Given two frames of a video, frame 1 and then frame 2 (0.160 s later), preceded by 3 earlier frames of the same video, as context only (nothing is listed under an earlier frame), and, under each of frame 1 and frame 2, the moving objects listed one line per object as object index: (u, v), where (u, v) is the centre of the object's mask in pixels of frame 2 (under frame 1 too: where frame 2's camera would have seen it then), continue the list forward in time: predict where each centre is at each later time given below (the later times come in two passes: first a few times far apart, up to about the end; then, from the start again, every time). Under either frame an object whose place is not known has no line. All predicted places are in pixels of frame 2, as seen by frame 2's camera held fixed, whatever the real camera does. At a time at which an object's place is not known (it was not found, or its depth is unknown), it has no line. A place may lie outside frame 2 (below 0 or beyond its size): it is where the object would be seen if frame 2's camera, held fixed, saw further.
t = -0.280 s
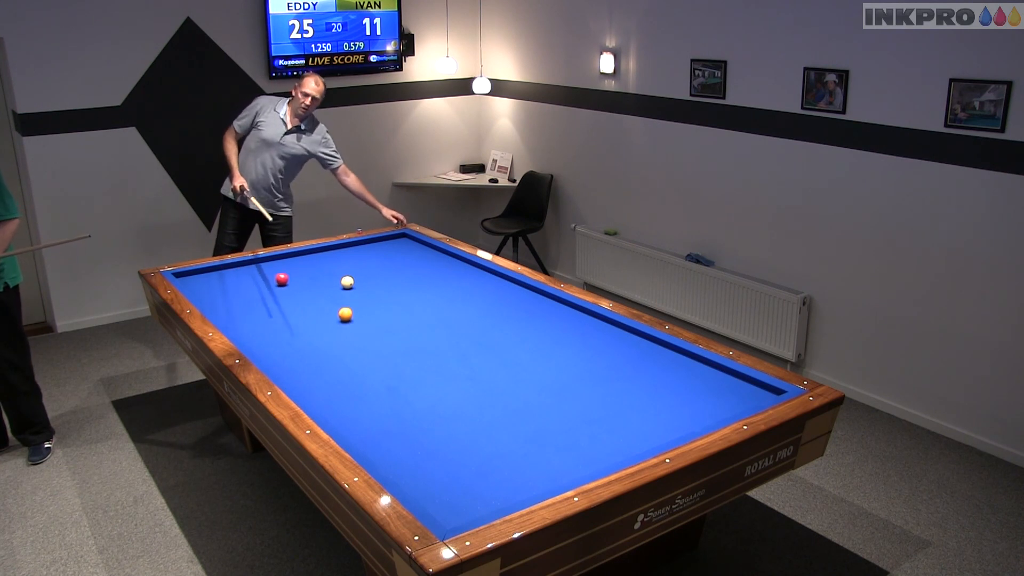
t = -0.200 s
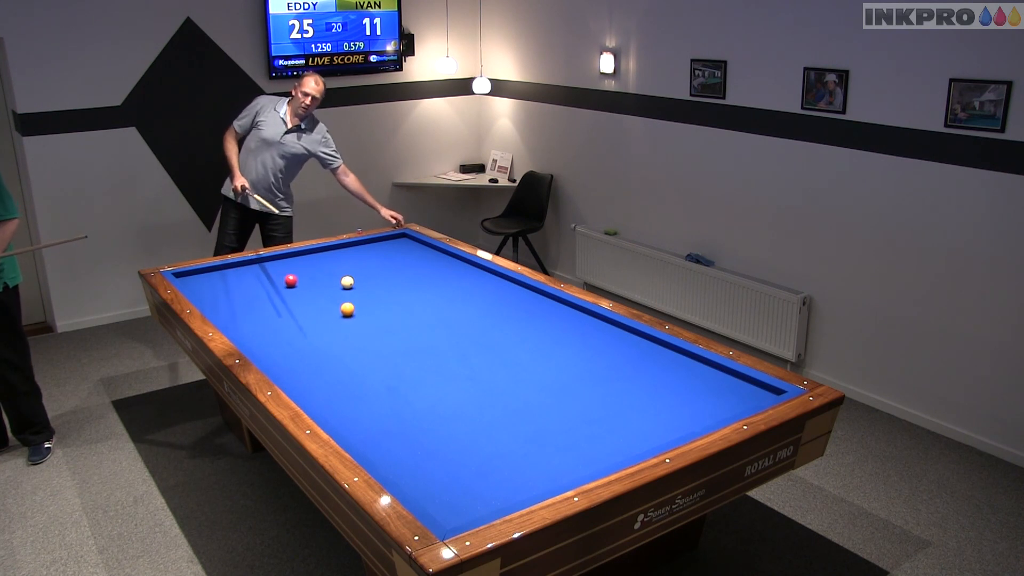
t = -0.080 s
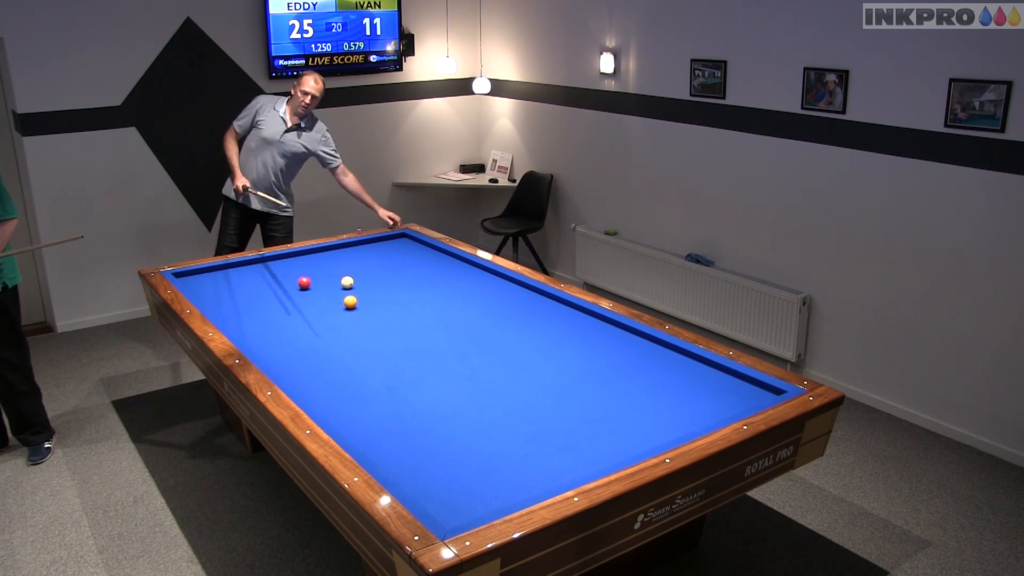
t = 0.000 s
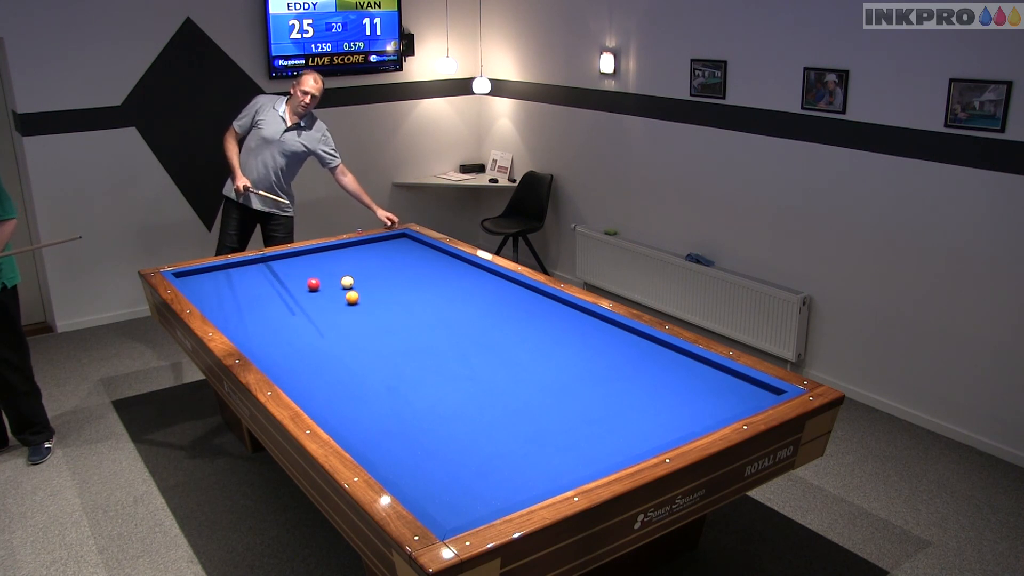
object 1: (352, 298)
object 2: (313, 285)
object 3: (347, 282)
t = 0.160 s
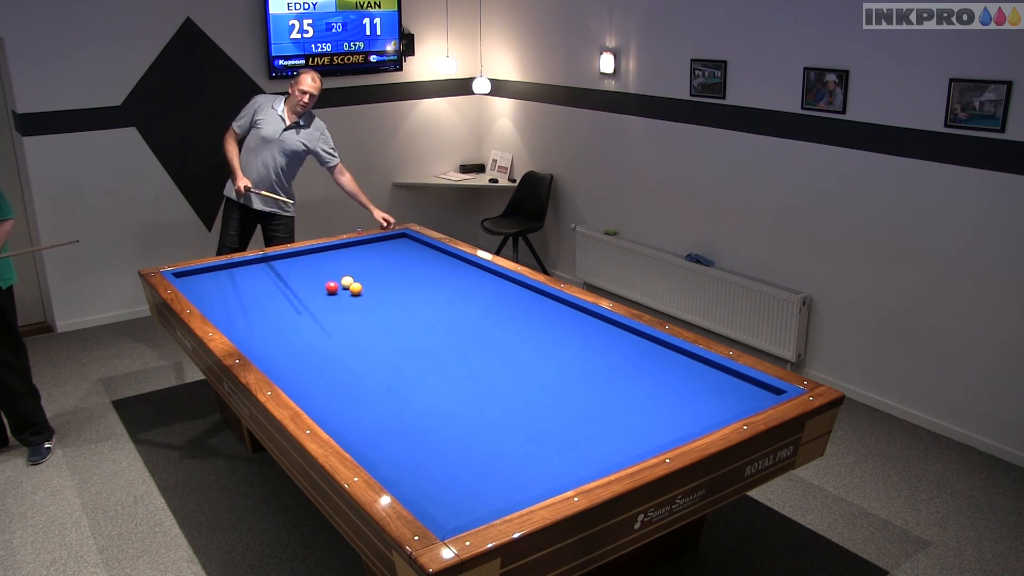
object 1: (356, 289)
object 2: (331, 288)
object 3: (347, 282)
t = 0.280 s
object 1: (359, 283)
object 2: (346, 290)
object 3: (346, 280)
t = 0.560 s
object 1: (376, 271)
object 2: (380, 296)
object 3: (336, 281)
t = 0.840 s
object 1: (392, 260)
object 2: (414, 302)
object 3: (327, 279)
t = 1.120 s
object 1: (406, 251)
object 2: (450, 308)
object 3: (318, 278)
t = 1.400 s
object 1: (418, 242)
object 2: (487, 314)
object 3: (310, 278)
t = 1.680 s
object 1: (401, 241)
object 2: (524, 320)
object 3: (302, 276)
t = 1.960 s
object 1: (385, 240)
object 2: (562, 326)
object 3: (296, 276)
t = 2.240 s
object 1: (370, 240)
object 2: (601, 333)
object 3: (289, 275)
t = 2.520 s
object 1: (366, 243)
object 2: (641, 339)
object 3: (284, 274)
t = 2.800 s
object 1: (361, 245)
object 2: (664, 349)
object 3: (278, 274)
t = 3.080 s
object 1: (357, 248)
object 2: (679, 361)
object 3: (274, 273)
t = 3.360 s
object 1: (354, 250)
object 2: (695, 374)
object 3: (269, 273)
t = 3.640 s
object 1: (350, 252)
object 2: (711, 387)
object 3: (266, 272)
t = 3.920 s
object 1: (347, 254)
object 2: (727, 400)
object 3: (263, 272)
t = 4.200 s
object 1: (343, 256)
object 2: (729, 407)
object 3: (260, 272)
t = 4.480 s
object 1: (340, 258)
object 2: (708, 405)
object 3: (258, 272)
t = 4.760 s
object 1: (338, 259)
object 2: (687, 402)
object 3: (257, 272)
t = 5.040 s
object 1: (335, 261)
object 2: (668, 400)
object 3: (256, 272)
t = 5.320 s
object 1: (333, 262)
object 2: (650, 397)
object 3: (255, 272)
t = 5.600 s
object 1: (331, 264)
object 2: (633, 394)
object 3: (255, 272)
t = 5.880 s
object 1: (329, 265)
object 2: (617, 392)
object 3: (255, 272)
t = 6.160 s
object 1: (327, 266)
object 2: (602, 390)
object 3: (255, 272)
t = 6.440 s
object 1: (325, 266)
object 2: (588, 388)
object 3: (255, 272)
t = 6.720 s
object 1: (324, 267)
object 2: (574, 386)
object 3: (255, 272)
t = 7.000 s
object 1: (324, 267)
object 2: (562, 384)
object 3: (255, 272)
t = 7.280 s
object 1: (324, 268)
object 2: (551, 382)
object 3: (255, 272)
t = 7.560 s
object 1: (324, 268)
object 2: (541, 381)
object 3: (255, 272)
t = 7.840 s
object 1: (324, 268)
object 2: (531, 379)
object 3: (255, 272)
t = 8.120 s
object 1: (324, 268)
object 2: (523, 378)
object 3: (255, 272)
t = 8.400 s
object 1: (324, 268)
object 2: (515, 377)
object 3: (255, 272)
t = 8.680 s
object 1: (324, 268)
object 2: (508, 376)
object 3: (255, 272)
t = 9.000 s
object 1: (324, 268)
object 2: (502, 375)
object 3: (255, 272)
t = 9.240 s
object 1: (324, 268)
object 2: (497, 374)
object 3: (255, 272)
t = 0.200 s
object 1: (356, 287)
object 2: (336, 289)
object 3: (347, 282)
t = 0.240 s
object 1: (357, 285)
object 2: (341, 289)
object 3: (347, 281)
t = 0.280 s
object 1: (359, 283)
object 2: (346, 290)
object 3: (346, 280)
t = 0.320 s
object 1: (362, 281)
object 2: (351, 290)
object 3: (344, 281)
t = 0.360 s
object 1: (364, 279)
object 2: (355, 292)
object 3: (343, 282)
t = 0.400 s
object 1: (367, 277)
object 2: (360, 292)
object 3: (342, 281)
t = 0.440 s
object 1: (369, 276)
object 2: (365, 293)
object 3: (340, 281)
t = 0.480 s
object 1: (372, 274)
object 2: (370, 294)
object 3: (339, 281)
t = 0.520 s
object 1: (374, 273)
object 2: (375, 295)
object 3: (337, 281)
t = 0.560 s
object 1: (376, 271)
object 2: (380, 296)
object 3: (336, 281)
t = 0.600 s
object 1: (378, 270)
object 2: (384, 297)
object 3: (335, 281)
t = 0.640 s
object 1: (381, 268)
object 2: (389, 297)
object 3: (333, 280)
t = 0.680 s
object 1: (383, 266)
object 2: (394, 298)
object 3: (332, 280)
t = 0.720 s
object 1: (385, 265)
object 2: (399, 299)
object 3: (331, 280)
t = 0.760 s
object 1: (387, 263)
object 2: (404, 300)
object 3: (329, 280)
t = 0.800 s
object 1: (389, 262)
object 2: (409, 301)
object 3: (328, 280)
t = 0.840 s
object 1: (392, 260)
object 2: (414, 302)
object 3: (327, 279)
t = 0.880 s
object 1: (394, 259)
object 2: (419, 302)
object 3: (325, 279)
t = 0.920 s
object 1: (396, 257)
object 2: (424, 303)
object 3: (324, 279)
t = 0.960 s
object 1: (398, 256)
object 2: (429, 304)
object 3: (323, 279)
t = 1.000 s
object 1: (400, 255)
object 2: (434, 305)
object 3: (322, 279)
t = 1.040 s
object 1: (402, 253)
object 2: (440, 306)
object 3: (320, 279)
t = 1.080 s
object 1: (404, 252)
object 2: (444, 307)
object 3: (319, 279)
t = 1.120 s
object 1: (406, 251)
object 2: (450, 308)
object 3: (318, 278)
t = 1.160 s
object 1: (407, 249)
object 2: (455, 308)
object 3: (317, 278)
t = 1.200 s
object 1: (409, 248)
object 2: (460, 309)
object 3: (316, 278)
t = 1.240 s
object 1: (411, 247)
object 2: (465, 310)
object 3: (314, 278)
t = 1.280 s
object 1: (413, 246)
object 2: (470, 311)
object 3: (313, 278)
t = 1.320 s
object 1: (415, 244)
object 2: (476, 312)
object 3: (312, 278)
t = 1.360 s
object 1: (417, 243)
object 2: (481, 313)
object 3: (311, 278)
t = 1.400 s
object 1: (418, 242)
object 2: (487, 314)
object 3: (310, 278)
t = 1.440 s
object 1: (417, 241)
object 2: (492, 315)
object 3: (309, 277)
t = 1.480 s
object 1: (414, 241)
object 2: (497, 315)
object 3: (308, 277)
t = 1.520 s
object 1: (411, 242)
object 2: (502, 316)
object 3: (307, 277)
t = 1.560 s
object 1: (409, 241)
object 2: (508, 317)
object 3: (306, 277)
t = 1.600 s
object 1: (406, 241)
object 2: (513, 318)
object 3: (305, 277)
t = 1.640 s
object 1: (404, 241)
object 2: (519, 319)
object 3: (304, 277)
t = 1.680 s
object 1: (401, 241)
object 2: (524, 320)
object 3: (302, 276)
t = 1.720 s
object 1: (399, 241)
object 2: (529, 321)
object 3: (301, 276)
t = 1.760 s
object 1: (396, 241)
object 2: (535, 322)
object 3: (300, 276)
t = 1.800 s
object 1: (394, 241)
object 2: (540, 323)
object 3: (300, 276)
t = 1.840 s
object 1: (392, 241)
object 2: (546, 324)
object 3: (299, 276)
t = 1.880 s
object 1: (389, 241)
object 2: (551, 324)
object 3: (298, 276)
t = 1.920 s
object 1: (387, 241)
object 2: (557, 325)
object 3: (297, 276)
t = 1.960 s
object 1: (385, 240)
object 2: (562, 326)
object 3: (296, 276)
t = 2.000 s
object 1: (382, 240)
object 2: (568, 327)
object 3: (295, 275)
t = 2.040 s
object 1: (380, 240)
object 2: (573, 328)
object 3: (294, 275)
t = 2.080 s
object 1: (378, 240)
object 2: (579, 329)
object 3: (293, 275)
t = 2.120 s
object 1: (376, 240)
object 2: (584, 330)
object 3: (292, 275)
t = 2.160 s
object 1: (373, 240)
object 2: (590, 331)
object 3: (291, 275)
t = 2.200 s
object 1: (371, 240)
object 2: (596, 332)
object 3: (290, 275)
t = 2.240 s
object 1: (370, 240)
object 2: (601, 333)
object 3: (289, 275)
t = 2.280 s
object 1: (369, 241)
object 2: (607, 333)
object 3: (289, 275)
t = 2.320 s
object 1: (369, 241)
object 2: (613, 334)
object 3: (288, 274)
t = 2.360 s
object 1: (368, 241)
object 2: (618, 335)
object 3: (287, 274)
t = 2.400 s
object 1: (368, 242)
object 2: (624, 336)
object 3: (286, 274)
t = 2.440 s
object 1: (367, 242)
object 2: (630, 337)
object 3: (285, 274)
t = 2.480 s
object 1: (366, 242)
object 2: (635, 338)
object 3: (284, 274)
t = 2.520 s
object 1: (366, 243)
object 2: (641, 339)
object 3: (284, 274)
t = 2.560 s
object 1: (365, 243)
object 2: (646, 340)
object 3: (283, 274)
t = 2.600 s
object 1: (364, 243)
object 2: (652, 341)
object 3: (282, 274)
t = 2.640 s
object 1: (364, 244)
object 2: (656, 342)
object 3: (281, 274)
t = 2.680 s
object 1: (363, 244)
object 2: (657, 344)
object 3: (280, 274)
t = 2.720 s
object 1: (363, 245)
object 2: (660, 345)
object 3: (280, 274)
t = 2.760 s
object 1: (362, 245)
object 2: (662, 347)
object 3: (279, 274)
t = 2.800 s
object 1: (361, 245)
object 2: (664, 349)
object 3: (278, 274)
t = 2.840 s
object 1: (361, 246)
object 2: (666, 351)
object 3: (278, 274)
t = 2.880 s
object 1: (360, 246)
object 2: (668, 352)
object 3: (277, 273)
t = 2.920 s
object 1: (360, 246)
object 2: (670, 354)
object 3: (276, 273)
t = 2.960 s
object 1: (359, 247)
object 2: (672, 356)
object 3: (276, 273)
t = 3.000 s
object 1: (359, 247)
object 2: (675, 358)
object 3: (275, 273)
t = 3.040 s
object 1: (358, 247)
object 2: (677, 359)
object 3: (274, 273)
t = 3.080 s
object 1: (357, 248)
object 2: (679, 361)
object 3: (274, 273)
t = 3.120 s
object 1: (357, 248)
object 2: (681, 363)
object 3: (273, 273)
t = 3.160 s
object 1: (356, 248)
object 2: (683, 365)
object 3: (272, 273)
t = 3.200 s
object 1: (356, 249)
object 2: (685, 366)
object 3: (272, 273)
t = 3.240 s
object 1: (355, 249)
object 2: (688, 368)
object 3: (271, 273)
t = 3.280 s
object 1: (355, 249)
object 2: (690, 370)
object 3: (271, 273)
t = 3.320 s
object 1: (354, 249)
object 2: (692, 372)
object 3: (270, 273)
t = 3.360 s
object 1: (354, 250)
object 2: (695, 374)
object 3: (269, 273)
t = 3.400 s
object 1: (353, 250)
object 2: (697, 376)
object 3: (269, 273)
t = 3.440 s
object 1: (353, 250)
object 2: (699, 378)
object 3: (269, 273)
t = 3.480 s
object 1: (352, 251)
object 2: (701, 380)
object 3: (268, 273)
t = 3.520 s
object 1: (351, 251)
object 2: (704, 381)
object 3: (267, 273)
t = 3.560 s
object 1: (351, 251)
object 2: (706, 383)
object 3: (267, 272)
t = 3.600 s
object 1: (350, 252)
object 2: (708, 385)
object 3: (266, 272)
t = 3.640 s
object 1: (350, 252)
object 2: (711, 387)
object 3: (266, 272)
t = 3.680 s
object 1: (349, 252)
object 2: (713, 389)
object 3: (266, 272)
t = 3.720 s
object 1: (349, 253)
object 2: (715, 391)
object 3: (265, 272)
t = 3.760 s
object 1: (349, 253)
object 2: (718, 393)
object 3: (265, 272)
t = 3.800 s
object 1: (348, 253)
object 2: (720, 395)
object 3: (264, 272)
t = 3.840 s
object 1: (347, 253)
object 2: (722, 397)
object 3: (264, 272)
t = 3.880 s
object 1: (347, 254)
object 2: (725, 398)
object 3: (263, 272)
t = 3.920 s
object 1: (347, 254)
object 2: (727, 400)
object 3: (263, 272)
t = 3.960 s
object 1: (346, 254)
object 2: (730, 402)
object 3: (263, 272)
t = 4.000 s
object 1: (346, 255)
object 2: (732, 404)
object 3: (262, 272)
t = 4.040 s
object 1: (345, 255)
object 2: (734, 405)
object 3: (262, 272)
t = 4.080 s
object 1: (345, 255)
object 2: (736, 406)
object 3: (262, 272)
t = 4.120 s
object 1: (344, 255)
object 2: (735, 407)
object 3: (261, 272)
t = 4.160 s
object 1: (344, 256)
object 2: (732, 407)
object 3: (261, 272)
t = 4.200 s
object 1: (343, 256)
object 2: (729, 407)
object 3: (260, 272)
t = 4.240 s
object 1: (343, 256)
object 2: (726, 407)
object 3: (260, 272)
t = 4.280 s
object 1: (342, 256)
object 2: (723, 407)
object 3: (260, 272)
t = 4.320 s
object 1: (342, 257)
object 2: (720, 407)
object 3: (260, 272)
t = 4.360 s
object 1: (342, 257)
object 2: (717, 406)
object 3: (259, 272)
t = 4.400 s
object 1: (341, 257)
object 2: (714, 406)
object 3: (259, 272)
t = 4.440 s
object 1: (341, 258)
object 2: (711, 405)
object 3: (259, 272)
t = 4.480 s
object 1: (340, 258)
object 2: (708, 405)
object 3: (258, 272)
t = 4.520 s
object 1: (340, 258)
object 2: (705, 405)
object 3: (258, 272)
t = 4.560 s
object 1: (340, 258)
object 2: (702, 404)
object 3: (258, 272)
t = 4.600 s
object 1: (339, 258)
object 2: (699, 404)
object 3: (258, 272)
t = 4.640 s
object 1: (339, 259)
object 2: (696, 403)
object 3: (257, 272)
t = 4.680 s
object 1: (338, 259)
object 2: (693, 403)
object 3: (257, 272)
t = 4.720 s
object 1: (338, 259)
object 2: (690, 403)
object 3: (257, 272)
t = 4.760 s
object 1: (338, 259)
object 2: (687, 402)
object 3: (257, 272)
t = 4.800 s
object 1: (337, 260)
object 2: (685, 402)
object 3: (257, 272)
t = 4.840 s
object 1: (337, 260)
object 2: (682, 401)
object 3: (257, 272)
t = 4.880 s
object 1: (336, 260)
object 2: (679, 401)
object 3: (256, 272)
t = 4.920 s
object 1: (336, 260)
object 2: (676, 401)
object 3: (256, 272)
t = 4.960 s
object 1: (336, 261)
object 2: (674, 400)
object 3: (256, 272)
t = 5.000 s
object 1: (335, 261)
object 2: (671, 400)
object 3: (256, 272)
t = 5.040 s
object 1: (335, 261)
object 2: (668, 400)
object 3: (256, 272)
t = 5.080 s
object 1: (335, 261)
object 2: (666, 399)
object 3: (256, 272)
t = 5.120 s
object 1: (334, 261)
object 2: (663, 399)
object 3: (255, 272)
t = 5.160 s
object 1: (334, 261)
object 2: (660, 398)
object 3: (255, 272)
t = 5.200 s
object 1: (334, 262)
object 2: (658, 398)
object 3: (255, 272)
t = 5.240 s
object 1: (333, 262)
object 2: (655, 398)
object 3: (255, 272)
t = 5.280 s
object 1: (333, 262)
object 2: (652, 397)
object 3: (255, 272)
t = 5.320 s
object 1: (333, 262)
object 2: (650, 397)
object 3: (255, 272)
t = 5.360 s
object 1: (333, 262)
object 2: (647, 397)
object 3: (255, 272)
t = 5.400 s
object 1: (332, 263)
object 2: (645, 396)
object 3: (255, 272)
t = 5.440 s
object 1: (332, 263)
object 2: (643, 396)
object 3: (255, 272)
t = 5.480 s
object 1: (331, 263)
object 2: (640, 396)
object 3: (255, 272)
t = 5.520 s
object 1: (331, 263)
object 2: (638, 395)
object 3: (255, 272)
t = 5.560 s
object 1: (331, 263)
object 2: (635, 395)
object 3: (255, 272)
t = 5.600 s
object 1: (331, 264)
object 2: (633, 394)
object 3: (255, 272)
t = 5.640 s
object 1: (330, 264)
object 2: (630, 394)
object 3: (255, 272)
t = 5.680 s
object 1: (330, 264)
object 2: (628, 394)
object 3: (255, 272)
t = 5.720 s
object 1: (330, 264)
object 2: (626, 394)
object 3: (255, 272)
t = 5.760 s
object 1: (330, 264)
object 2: (624, 393)
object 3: (255, 272)
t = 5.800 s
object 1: (329, 265)
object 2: (621, 393)
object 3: (255, 272)
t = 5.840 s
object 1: (329, 265)
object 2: (619, 393)
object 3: (255, 272)
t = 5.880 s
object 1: (329, 265)
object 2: (617, 392)
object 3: (255, 272)
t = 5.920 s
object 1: (328, 265)
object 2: (615, 392)
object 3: (255, 272)
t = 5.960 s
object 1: (328, 265)
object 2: (612, 391)
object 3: (255, 272)
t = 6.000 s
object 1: (328, 265)
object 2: (610, 391)
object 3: (255, 272)
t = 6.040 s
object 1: (328, 265)
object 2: (608, 391)
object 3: (255, 272)
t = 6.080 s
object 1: (327, 265)
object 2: (606, 391)
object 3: (255, 272)
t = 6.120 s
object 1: (327, 266)
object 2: (604, 390)
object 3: (255, 272)
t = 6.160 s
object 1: (327, 266)
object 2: (602, 390)
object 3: (255, 272)
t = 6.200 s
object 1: (327, 266)
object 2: (600, 390)
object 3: (255, 272)
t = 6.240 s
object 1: (326, 266)
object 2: (598, 389)
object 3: (255, 272)
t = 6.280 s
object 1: (326, 266)
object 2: (596, 389)
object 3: (255, 272)
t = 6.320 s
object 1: (326, 266)
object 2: (593, 389)
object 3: (255, 272)
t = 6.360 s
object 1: (326, 266)
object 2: (591, 388)
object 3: (255, 272)
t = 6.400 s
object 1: (326, 266)
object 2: (590, 388)
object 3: (255, 272)
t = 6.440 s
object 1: (325, 266)
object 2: (588, 388)
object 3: (255, 272)
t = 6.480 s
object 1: (325, 266)
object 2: (586, 388)
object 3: (255, 272)
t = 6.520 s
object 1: (325, 267)
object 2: (584, 387)
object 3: (255, 272)
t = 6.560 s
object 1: (325, 267)
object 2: (582, 387)
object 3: (255, 272)
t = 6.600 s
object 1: (325, 267)
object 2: (580, 387)
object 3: (255, 272)
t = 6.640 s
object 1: (325, 267)
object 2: (578, 387)
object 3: (255, 272)
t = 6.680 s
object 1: (325, 267)
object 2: (576, 386)
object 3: (255, 272)
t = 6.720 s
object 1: (324, 267)
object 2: (574, 386)
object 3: (255, 272)
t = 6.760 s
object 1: (324, 267)
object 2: (573, 386)
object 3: (255, 272)
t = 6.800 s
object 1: (324, 267)
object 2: (571, 385)
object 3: (255, 272)
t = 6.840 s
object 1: (324, 267)
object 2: (569, 385)
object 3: (255, 272)
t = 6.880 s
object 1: (324, 267)
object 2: (568, 385)
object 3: (255, 272)
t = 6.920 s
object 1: (324, 267)
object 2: (566, 385)
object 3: (255, 272)
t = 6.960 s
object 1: (324, 267)
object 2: (564, 384)
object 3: (255, 272)
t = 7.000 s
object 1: (324, 267)
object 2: (562, 384)
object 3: (255, 272)
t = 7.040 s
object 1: (324, 268)
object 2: (561, 384)
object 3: (255, 272)
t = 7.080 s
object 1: (324, 268)
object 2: (559, 384)
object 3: (255, 272)
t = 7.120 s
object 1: (324, 268)
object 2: (557, 384)
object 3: (255, 272)
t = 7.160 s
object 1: (324, 268)
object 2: (556, 383)
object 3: (255, 272)
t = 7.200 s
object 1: (324, 268)
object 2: (554, 383)
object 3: (255, 272)
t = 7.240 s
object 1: (324, 268)
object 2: (553, 383)
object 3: (255, 272)
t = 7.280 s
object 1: (324, 268)
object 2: (551, 382)
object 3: (255, 272)
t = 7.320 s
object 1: (324, 268)
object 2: (549, 382)
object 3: (255, 272)
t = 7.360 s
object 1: (324, 268)
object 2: (548, 382)
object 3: (255, 272)
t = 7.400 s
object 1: (324, 268)
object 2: (546, 382)
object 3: (255, 272)
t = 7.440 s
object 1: (324, 268)
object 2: (545, 382)
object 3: (255, 272)
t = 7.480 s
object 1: (324, 268)
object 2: (544, 381)
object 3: (255, 272)
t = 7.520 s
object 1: (324, 268)
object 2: (542, 381)
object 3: (255, 272)
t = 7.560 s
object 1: (324, 268)
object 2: (541, 381)
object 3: (255, 272)
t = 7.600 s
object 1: (324, 268)
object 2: (539, 381)
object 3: (255, 272)
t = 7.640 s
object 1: (324, 268)
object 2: (538, 380)
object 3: (255, 272)
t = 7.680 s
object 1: (324, 268)
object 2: (537, 380)
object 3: (255, 272)
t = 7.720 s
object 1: (324, 268)
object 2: (535, 380)
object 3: (255, 272)
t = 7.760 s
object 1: (324, 268)
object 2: (534, 380)
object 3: (255, 272)
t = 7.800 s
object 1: (324, 268)
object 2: (533, 380)
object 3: (255, 272)
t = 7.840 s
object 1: (324, 268)
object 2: (531, 379)
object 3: (255, 272)
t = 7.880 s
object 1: (324, 268)
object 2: (530, 379)
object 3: (255, 272)
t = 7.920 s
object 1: (324, 268)
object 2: (529, 379)
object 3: (255, 272)
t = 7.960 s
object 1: (324, 268)
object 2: (528, 379)
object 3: (255, 272)
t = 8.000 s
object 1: (324, 268)
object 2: (527, 379)
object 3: (255, 272)
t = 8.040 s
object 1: (324, 268)
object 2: (525, 378)
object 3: (255, 272)
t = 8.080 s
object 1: (324, 268)
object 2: (524, 378)
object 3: (255, 272)
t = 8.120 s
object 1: (324, 268)
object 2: (523, 378)
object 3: (255, 272)
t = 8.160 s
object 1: (324, 268)
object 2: (522, 378)
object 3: (255, 272)
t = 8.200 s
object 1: (324, 268)
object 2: (521, 378)
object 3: (255, 272)
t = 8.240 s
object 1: (324, 268)
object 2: (519, 378)
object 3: (255, 272)
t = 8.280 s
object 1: (324, 268)
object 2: (518, 377)
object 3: (255, 272)
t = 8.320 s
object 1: (324, 268)
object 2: (517, 377)
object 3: (255, 272)
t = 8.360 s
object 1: (324, 268)
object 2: (516, 377)
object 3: (255, 272)
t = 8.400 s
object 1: (324, 268)
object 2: (515, 377)
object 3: (255, 272)
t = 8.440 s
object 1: (324, 268)
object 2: (514, 377)
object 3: (255, 272)
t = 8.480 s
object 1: (324, 268)
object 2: (513, 377)
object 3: (255, 272)
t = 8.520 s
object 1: (324, 268)
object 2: (512, 377)
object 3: (255, 272)
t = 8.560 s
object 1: (324, 268)
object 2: (511, 376)
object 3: (255, 272)
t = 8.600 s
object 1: (324, 268)
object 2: (510, 376)
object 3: (255, 272)
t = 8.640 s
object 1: (324, 268)
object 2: (509, 376)
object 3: (255, 272)
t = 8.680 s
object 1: (324, 268)
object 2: (508, 376)
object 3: (255, 272)
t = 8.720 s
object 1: (324, 268)
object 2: (508, 376)
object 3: (255, 272)
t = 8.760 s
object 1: (324, 268)
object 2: (507, 376)
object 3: (255, 272)
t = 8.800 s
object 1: (324, 268)
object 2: (506, 375)
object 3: (255, 272)
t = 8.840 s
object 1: (324, 268)
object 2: (505, 375)
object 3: (255, 272)
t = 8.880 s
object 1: (324, 268)
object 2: (504, 375)
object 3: (255, 272)
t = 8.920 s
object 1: (324, 268)
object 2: (503, 375)
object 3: (255, 272)
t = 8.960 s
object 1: (324, 268)
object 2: (502, 375)
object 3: (255, 272)
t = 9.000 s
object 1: (324, 268)
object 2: (502, 375)
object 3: (255, 272)
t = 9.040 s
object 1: (324, 268)
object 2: (501, 375)
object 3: (255, 272)
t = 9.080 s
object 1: (324, 268)
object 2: (500, 375)
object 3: (255, 272)
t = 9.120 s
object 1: (324, 268)
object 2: (499, 375)
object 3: (255, 272)
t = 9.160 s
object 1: (324, 268)
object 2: (499, 374)
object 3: (255, 272)
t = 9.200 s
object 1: (324, 268)
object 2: (498, 374)
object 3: (255, 272)
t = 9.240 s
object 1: (324, 268)
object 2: (497, 374)
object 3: (255, 272)
